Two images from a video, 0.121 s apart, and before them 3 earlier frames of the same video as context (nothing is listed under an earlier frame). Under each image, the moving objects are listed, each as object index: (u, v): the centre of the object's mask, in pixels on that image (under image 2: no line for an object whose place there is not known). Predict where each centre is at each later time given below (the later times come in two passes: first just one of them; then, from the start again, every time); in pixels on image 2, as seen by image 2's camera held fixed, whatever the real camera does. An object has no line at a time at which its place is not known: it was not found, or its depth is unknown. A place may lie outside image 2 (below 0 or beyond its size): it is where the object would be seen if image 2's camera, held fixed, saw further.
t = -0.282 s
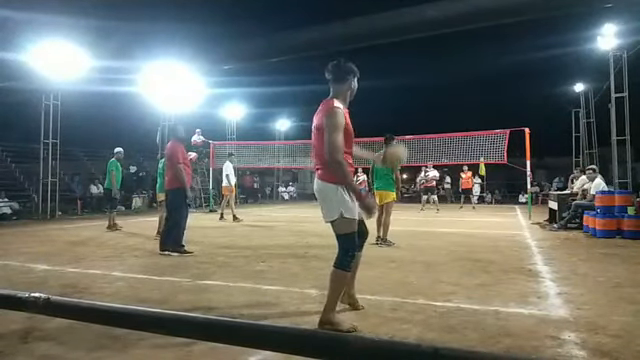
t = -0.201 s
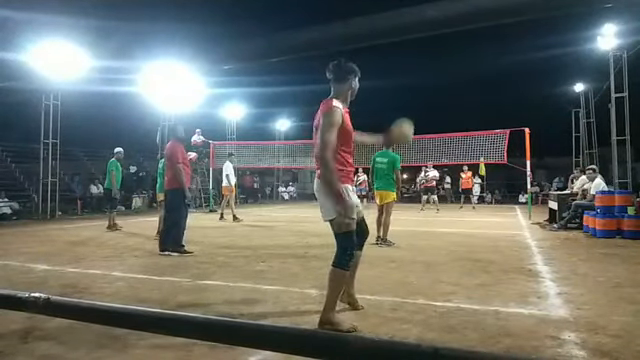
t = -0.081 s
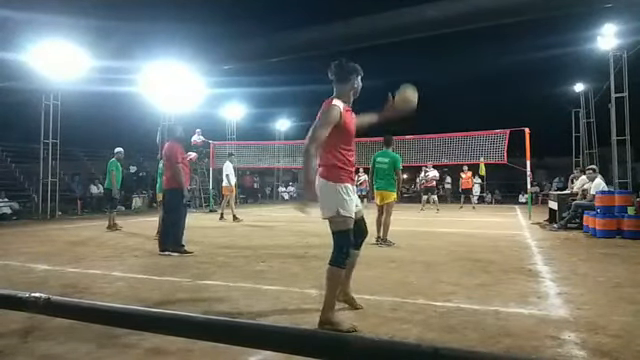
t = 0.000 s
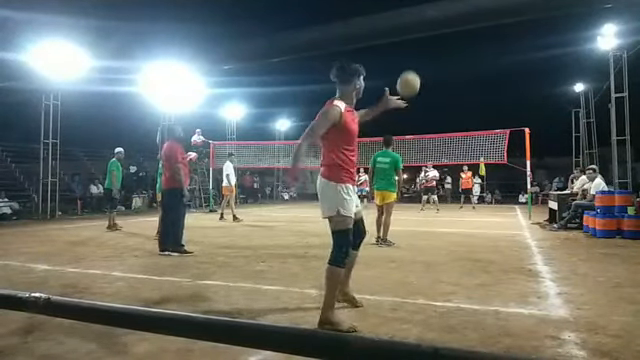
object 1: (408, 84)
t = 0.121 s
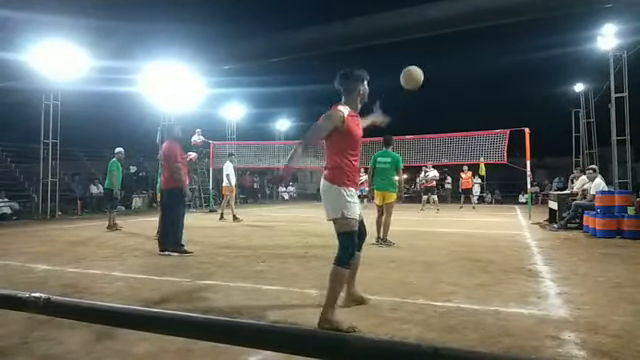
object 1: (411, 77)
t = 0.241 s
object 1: (415, 89)
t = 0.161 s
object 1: (413, 79)
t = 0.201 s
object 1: (414, 83)
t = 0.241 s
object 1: (415, 89)
